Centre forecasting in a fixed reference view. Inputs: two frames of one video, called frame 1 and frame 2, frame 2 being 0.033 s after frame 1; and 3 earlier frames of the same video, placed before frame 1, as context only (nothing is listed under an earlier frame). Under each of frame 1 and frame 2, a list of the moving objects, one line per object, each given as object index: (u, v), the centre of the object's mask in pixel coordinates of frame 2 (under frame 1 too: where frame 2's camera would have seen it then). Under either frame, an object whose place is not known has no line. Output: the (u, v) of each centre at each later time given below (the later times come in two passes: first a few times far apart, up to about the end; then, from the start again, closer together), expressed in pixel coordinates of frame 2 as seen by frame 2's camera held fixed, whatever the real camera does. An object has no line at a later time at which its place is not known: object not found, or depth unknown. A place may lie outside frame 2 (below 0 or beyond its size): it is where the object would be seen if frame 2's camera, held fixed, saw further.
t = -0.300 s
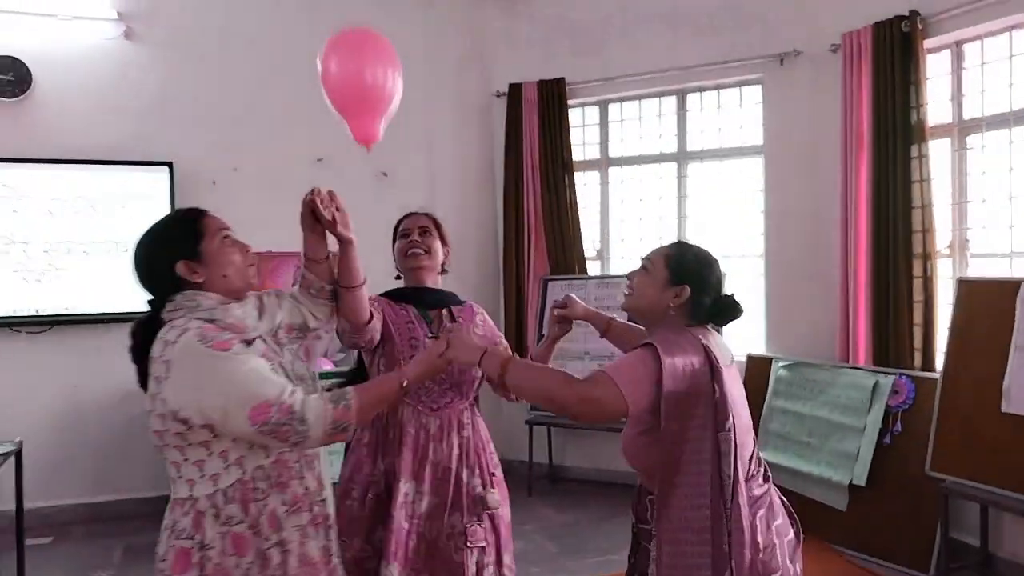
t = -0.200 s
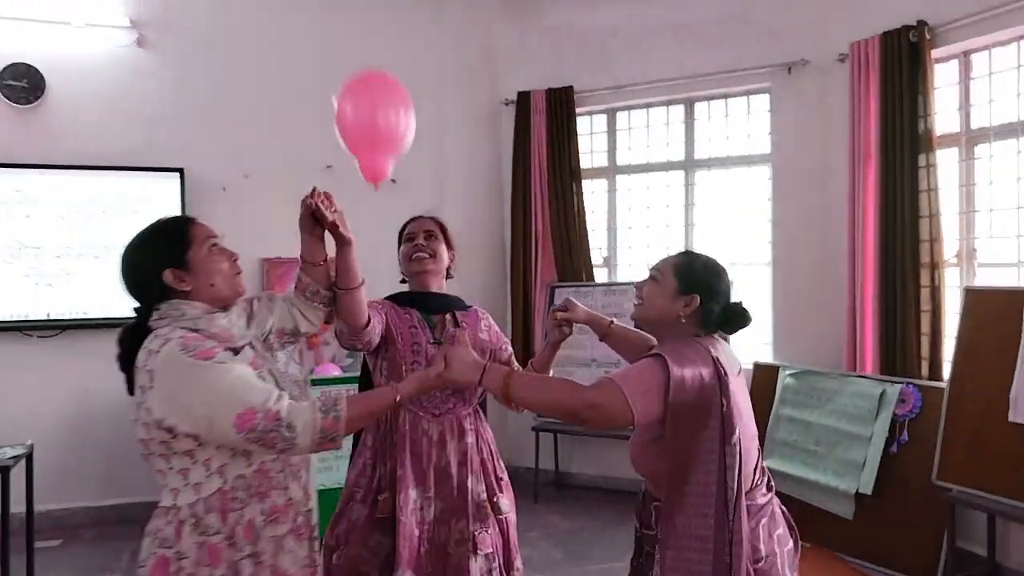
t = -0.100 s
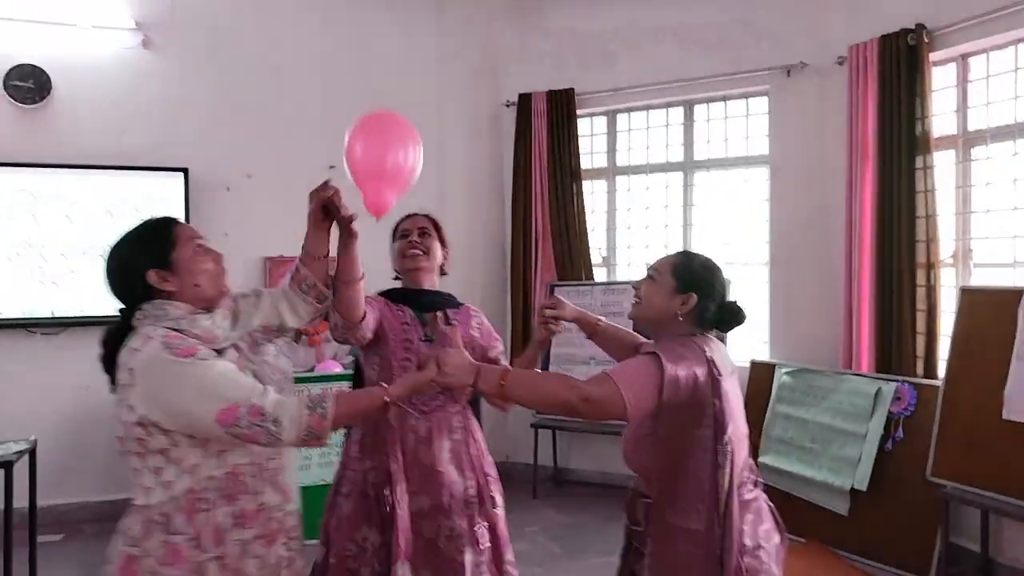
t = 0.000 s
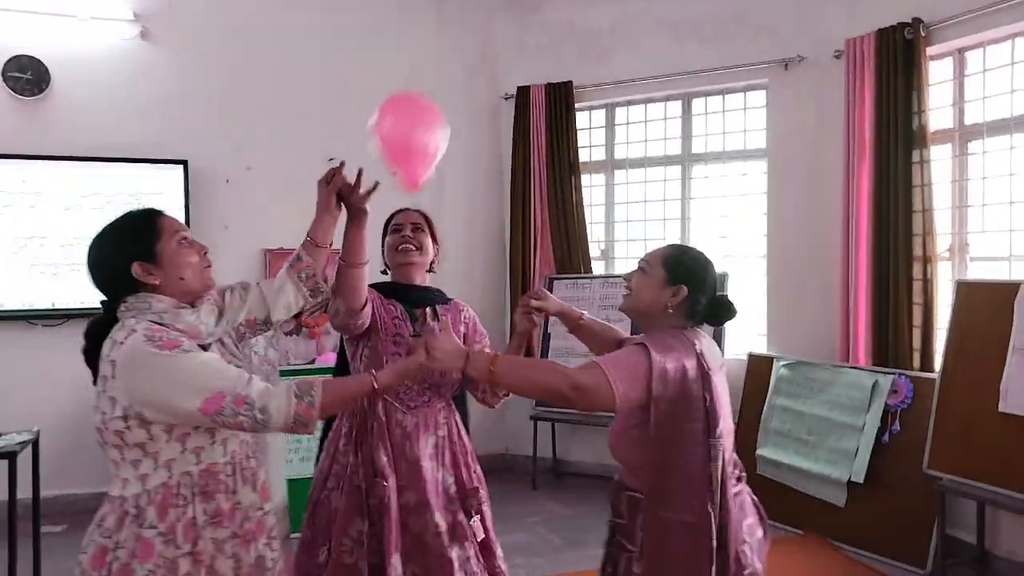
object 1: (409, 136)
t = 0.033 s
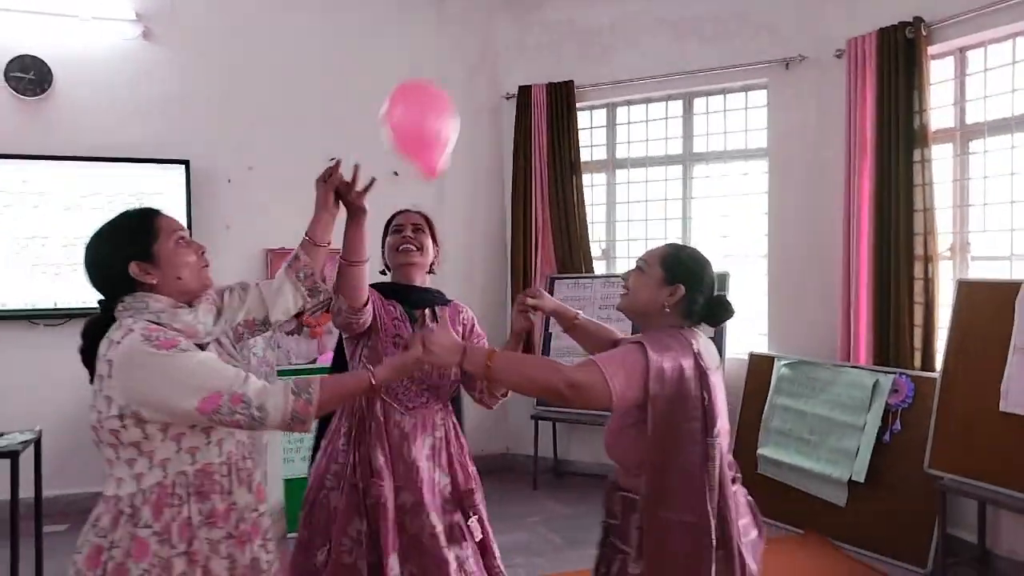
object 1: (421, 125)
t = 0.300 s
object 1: (469, 69)
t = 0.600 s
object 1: (491, 76)
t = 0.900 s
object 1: (499, 119)
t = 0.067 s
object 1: (427, 116)
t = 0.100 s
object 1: (435, 106)
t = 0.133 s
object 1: (442, 97)
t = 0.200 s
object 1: (452, 82)
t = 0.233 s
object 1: (461, 77)
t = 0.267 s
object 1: (466, 72)
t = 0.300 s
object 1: (469, 69)
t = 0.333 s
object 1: (472, 68)
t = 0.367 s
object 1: (475, 67)
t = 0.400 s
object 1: (479, 66)
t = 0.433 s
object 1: (482, 66)
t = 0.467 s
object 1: (485, 67)
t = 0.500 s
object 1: (487, 68)
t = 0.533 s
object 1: (489, 70)
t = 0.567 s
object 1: (489, 73)
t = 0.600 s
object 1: (491, 76)
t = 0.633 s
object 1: (492, 79)
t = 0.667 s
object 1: (494, 81)
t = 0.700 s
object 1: (496, 85)
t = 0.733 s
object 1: (496, 89)
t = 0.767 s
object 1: (496, 96)
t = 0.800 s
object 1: (499, 100)
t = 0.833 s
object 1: (500, 106)
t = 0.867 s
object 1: (499, 112)
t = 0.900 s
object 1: (499, 119)
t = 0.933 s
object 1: (500, 126)
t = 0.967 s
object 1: (499, 133)
